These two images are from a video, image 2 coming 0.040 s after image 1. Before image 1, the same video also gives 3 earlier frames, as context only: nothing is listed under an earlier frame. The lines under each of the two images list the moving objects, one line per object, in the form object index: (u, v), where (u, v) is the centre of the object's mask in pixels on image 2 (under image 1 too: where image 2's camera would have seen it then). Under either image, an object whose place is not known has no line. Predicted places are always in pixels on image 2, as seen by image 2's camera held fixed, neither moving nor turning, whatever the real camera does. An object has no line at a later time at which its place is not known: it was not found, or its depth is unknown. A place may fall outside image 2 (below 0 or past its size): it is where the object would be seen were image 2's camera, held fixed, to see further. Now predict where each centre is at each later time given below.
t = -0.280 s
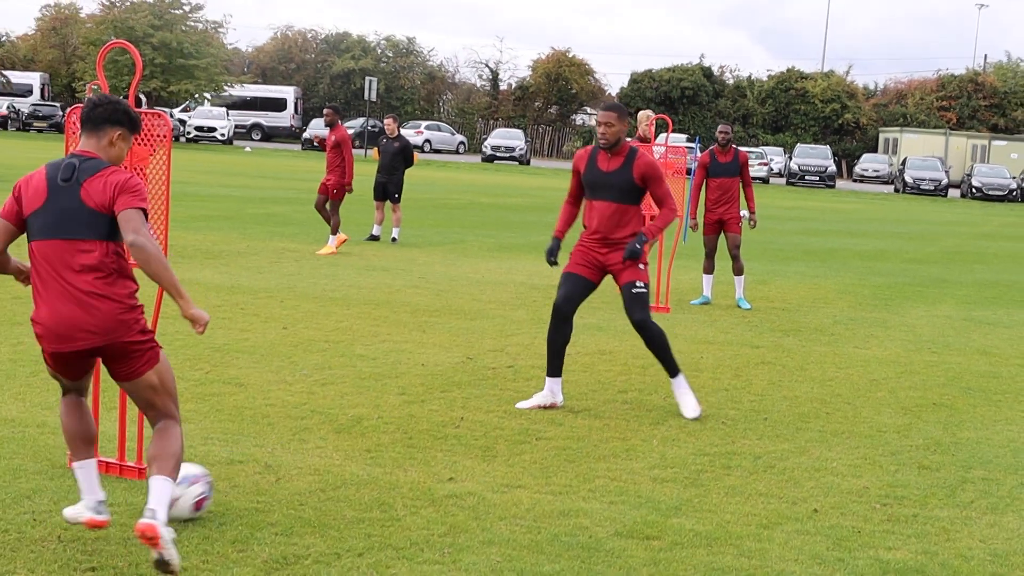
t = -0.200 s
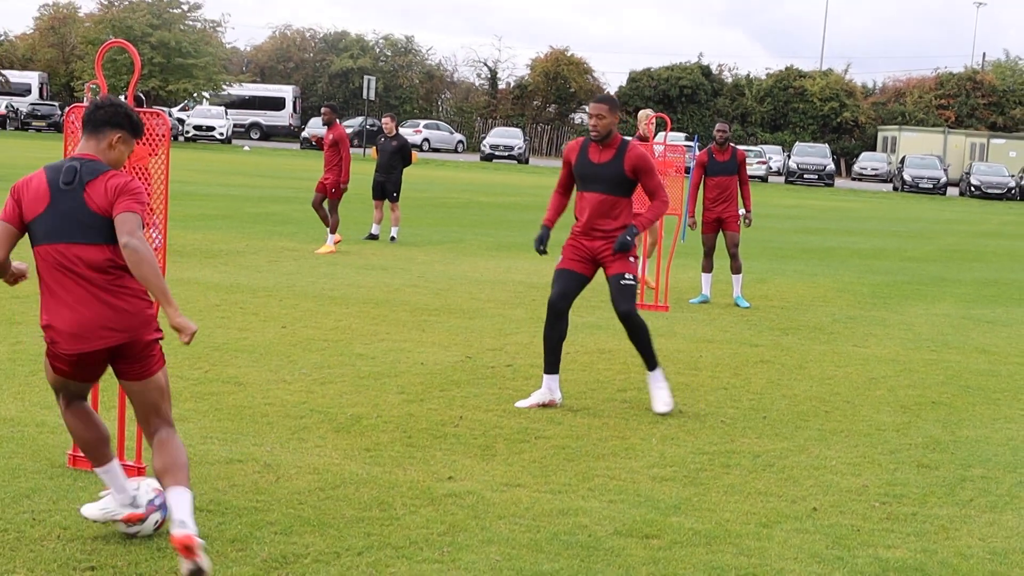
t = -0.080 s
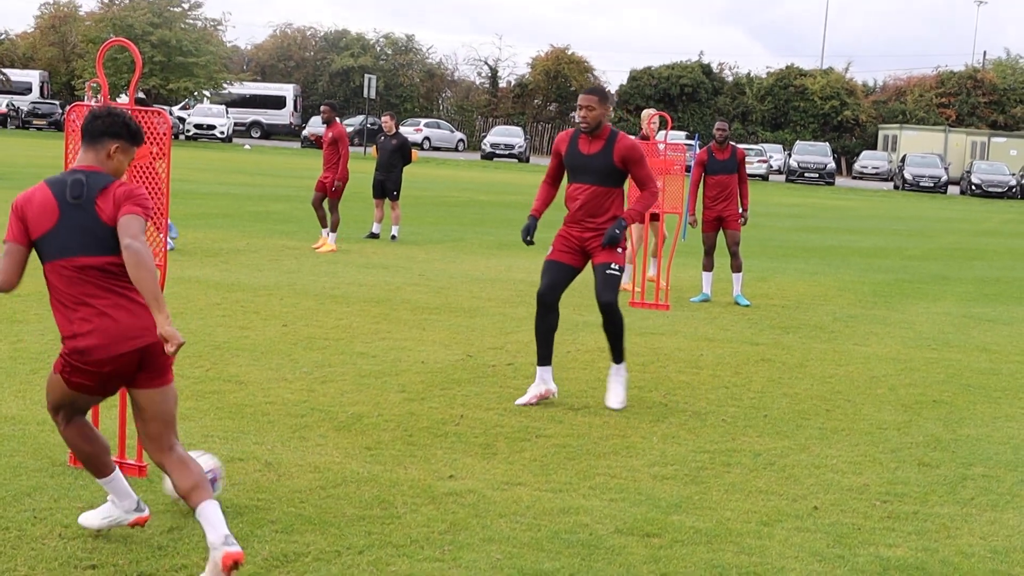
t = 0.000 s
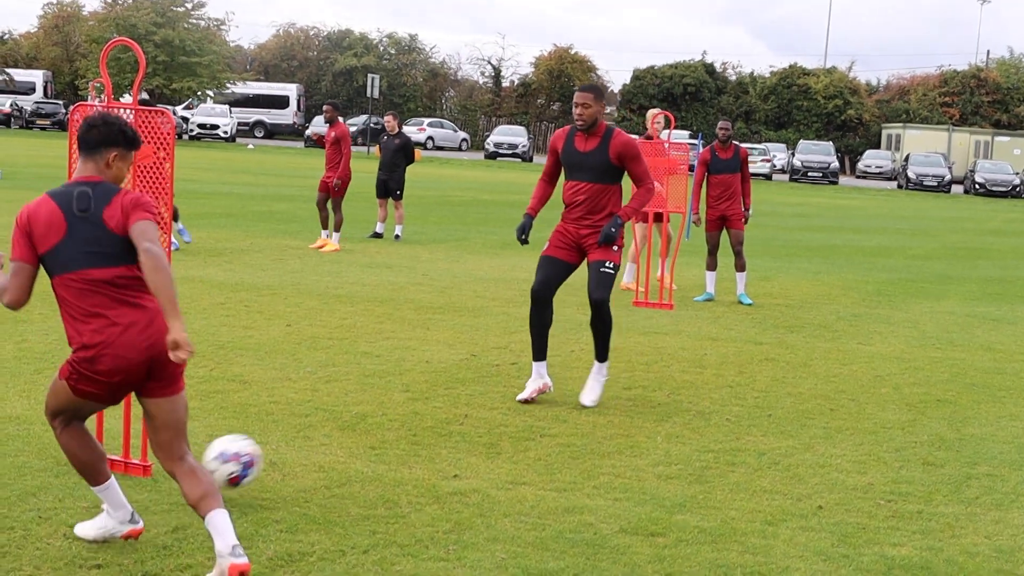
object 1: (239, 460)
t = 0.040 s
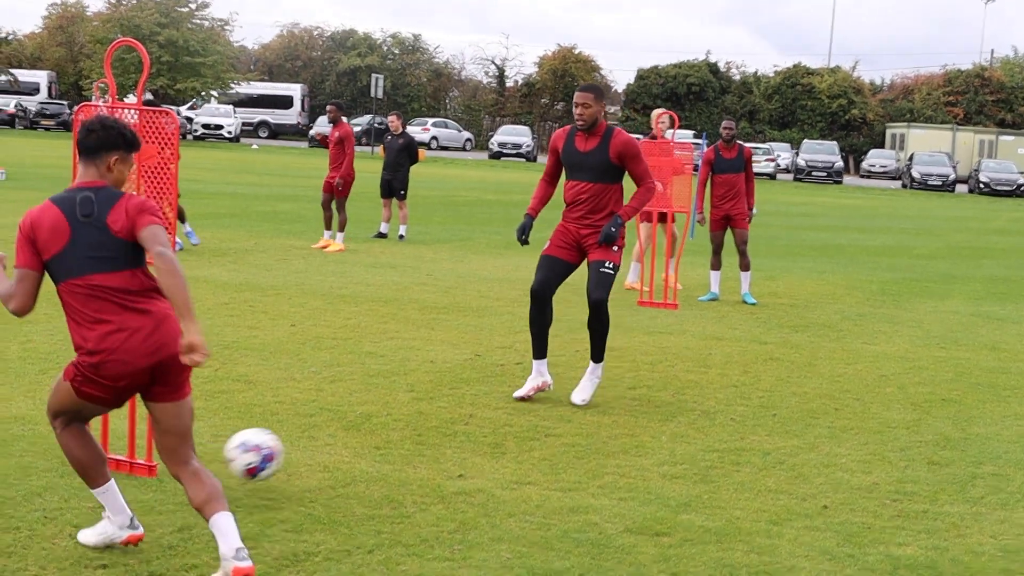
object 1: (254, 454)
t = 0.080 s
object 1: (269, 448)
